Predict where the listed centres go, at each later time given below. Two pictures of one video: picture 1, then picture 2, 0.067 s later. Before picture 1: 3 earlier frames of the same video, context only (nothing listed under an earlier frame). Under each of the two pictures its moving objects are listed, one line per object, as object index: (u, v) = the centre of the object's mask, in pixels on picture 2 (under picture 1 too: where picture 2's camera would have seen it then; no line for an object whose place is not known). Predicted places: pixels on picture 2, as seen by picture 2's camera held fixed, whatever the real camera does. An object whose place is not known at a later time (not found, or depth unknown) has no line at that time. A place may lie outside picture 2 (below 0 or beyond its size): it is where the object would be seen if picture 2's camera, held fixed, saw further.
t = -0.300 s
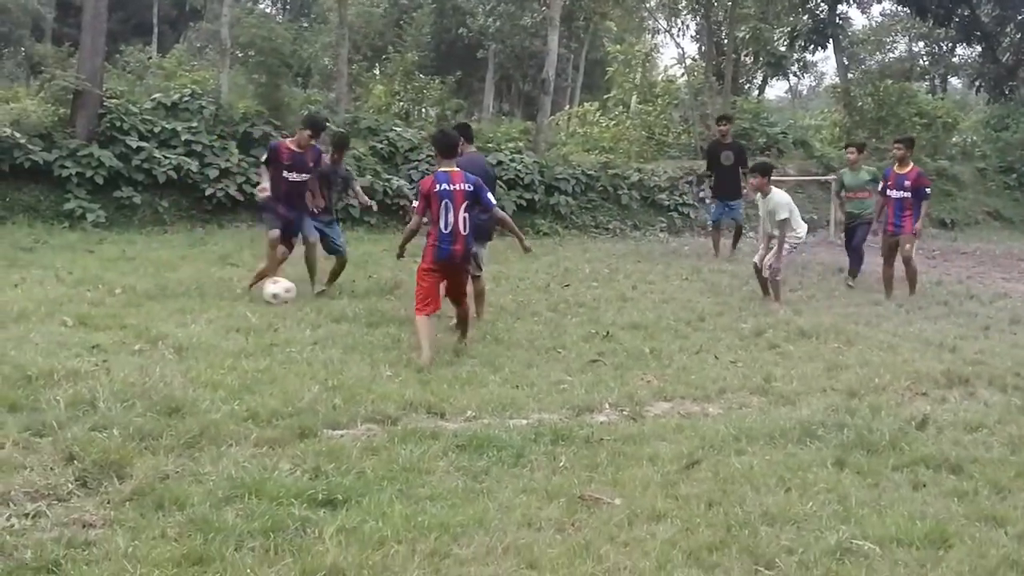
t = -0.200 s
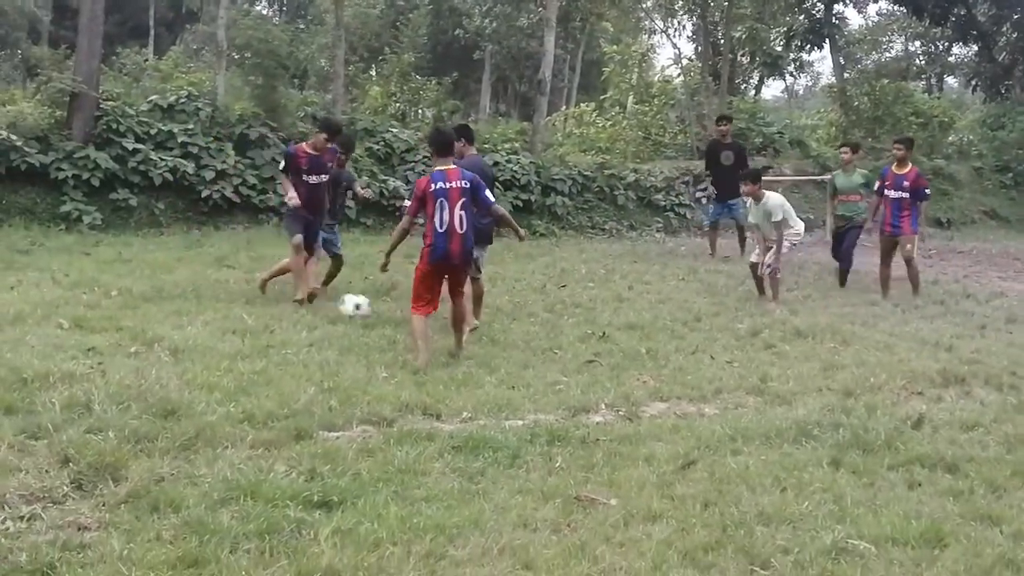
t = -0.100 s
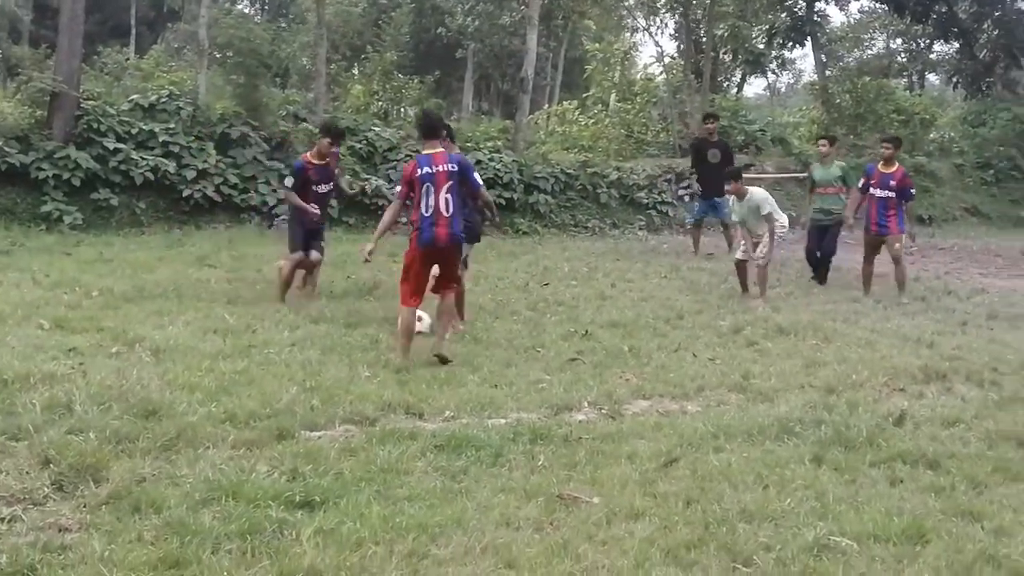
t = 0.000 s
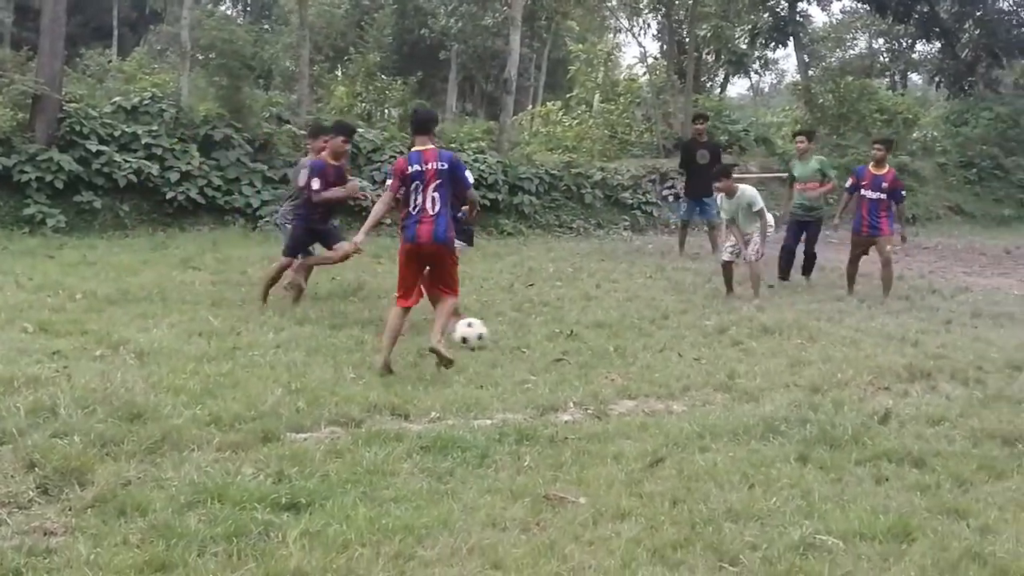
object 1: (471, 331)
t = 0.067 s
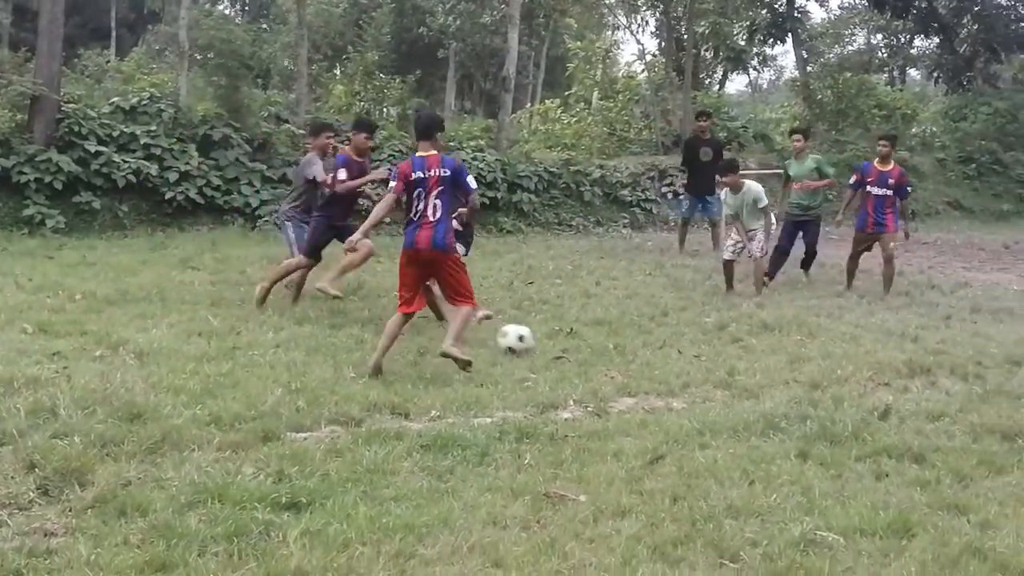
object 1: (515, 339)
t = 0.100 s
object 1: (537, 342)
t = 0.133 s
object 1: (558, 346)
